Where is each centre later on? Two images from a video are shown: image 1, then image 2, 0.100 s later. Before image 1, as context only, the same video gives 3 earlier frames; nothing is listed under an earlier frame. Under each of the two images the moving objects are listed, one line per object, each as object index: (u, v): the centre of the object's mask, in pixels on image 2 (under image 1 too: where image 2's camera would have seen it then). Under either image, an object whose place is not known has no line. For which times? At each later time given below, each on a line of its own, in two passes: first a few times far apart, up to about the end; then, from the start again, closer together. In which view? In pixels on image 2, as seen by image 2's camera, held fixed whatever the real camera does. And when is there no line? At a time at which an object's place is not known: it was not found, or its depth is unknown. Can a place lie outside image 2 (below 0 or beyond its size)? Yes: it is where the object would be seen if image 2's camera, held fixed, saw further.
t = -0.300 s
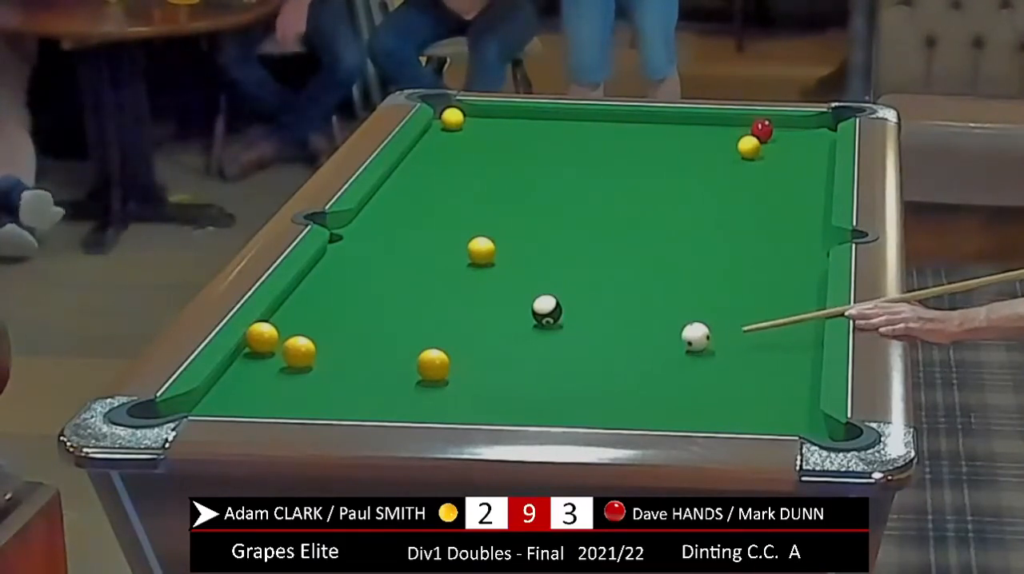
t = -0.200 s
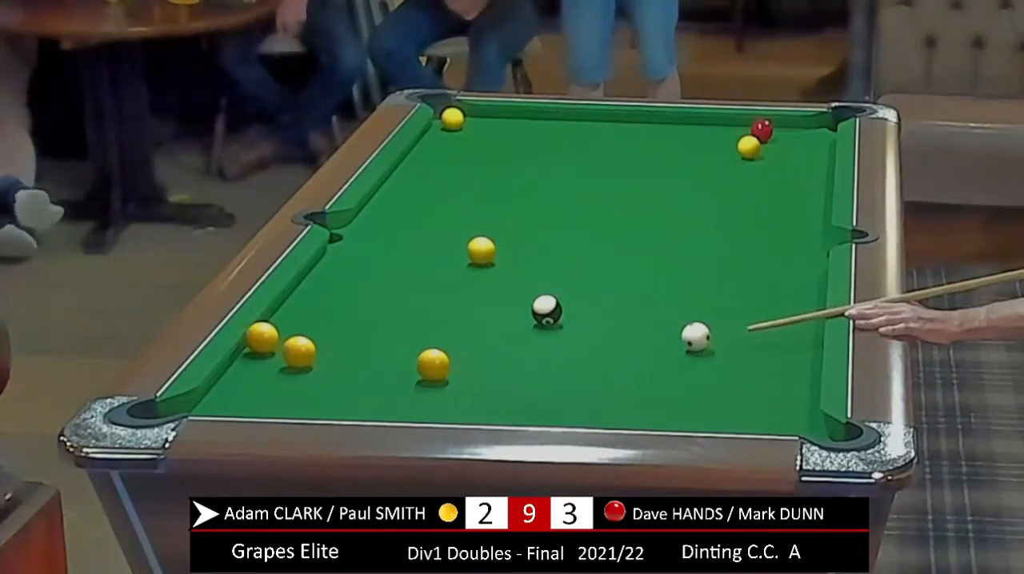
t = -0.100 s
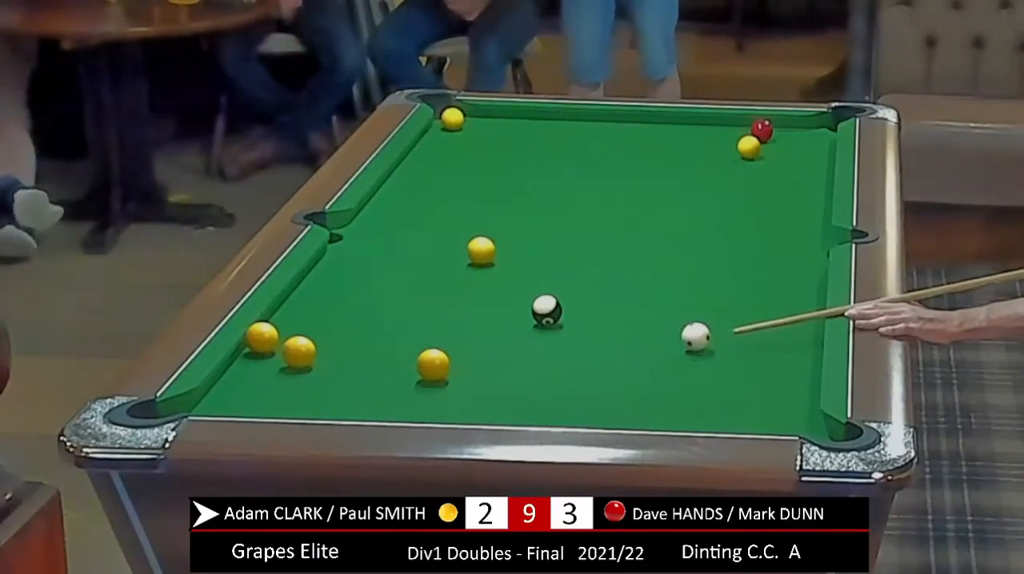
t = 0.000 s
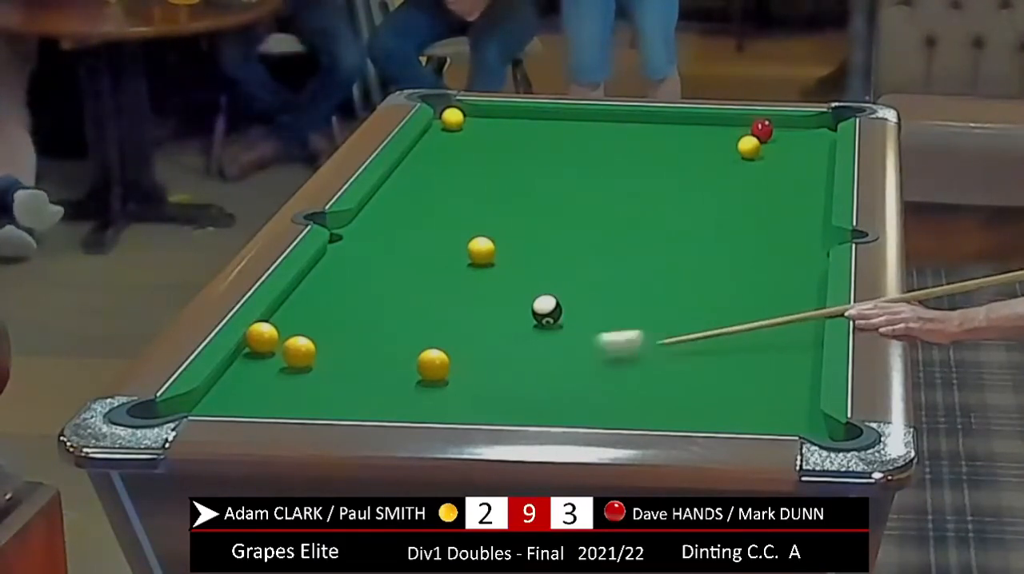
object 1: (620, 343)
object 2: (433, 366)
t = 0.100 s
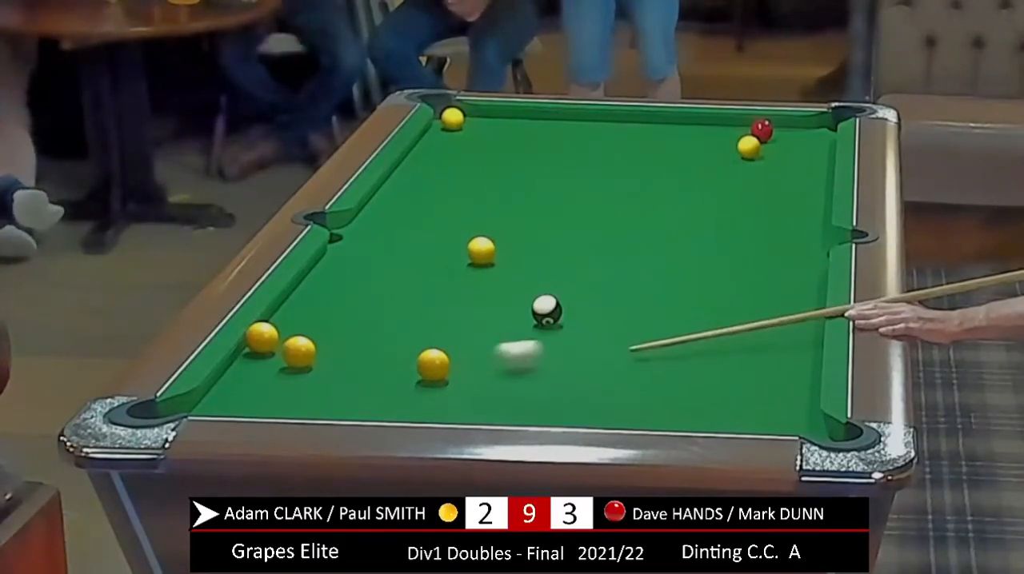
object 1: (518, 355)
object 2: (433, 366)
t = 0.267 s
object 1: (456, 354)
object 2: (363, 379)
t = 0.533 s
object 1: (424, 344)
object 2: (224, 398)
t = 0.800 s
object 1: (396, 335)
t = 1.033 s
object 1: (374, 327)
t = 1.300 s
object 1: (353, 320)
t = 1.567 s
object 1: (336, 314)
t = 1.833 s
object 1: (323, 309)
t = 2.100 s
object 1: (312, 305)
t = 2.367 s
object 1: (305, 302)
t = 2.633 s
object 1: (301, 300)
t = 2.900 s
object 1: (299, 299)
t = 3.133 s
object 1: (299, 299)
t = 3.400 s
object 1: (299, 299)
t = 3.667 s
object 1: (299, 299)
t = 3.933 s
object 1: (299, 299)
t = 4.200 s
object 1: (299, 299)
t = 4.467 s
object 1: (299, 299)
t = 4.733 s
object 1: (299, 299)
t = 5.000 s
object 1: (299, 299)
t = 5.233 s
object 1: (299, 299)
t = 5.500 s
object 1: (299, 299)
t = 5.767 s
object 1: (299, 299)
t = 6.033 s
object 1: (299, 299)
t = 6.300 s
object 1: (299, 299)
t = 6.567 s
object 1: (299, 299)
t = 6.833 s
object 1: (299, 299)
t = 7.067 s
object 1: (299, 299)
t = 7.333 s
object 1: (299, 299)
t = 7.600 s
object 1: (299, 299)
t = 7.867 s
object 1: (299, 299)
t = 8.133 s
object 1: (299, 299)
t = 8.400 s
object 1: (299, 299)
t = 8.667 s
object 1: (299, 299)
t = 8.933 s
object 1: (299, 299)
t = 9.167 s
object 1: (299, 299)
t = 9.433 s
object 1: (299, 299)
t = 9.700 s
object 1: (299, 299)
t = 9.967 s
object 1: (299, 299)
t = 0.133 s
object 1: (488, 358)
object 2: (433, 365)
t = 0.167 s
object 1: (463, 360)
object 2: (428, 366)
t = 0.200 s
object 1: (461, 358)
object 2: (406, 370)
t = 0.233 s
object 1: (459, 358)
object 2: (384, 375)
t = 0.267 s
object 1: (456, 354)
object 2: (363, 379)
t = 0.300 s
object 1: (451, 353)
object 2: (344, 381)
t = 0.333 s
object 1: (447, 352)
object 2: (327, 385)
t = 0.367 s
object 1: (443, 350)
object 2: (309, 390)
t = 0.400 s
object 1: (439, 349)
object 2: (292, 391)
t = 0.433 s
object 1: (435, 348)
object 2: (276, 393)
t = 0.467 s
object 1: (431, 347)
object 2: (258, 394)
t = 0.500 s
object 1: (428, 346)
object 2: (241, 396)
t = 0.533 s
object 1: (424, 344)
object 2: (224, 398)
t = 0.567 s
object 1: (420, 343)
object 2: (205, 401)
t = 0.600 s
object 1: (416, 342)
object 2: (187, 405)
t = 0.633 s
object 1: (412, 340)
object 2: (170, 409)
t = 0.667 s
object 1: (409, 340)
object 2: (157, 415)
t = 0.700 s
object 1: (405, 338)
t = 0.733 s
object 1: (402, 337)
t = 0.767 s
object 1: (399, 336)
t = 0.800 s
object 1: (396, 335)
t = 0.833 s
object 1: (391, 334)
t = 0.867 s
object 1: (389, 333)
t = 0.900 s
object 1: (386, 331)
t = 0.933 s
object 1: (383, 330)
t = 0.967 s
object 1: (380, 329)
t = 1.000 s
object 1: (377, 328)
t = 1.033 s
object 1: (374, 327)
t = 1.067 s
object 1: (371, 327)
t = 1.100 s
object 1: (369, 326)
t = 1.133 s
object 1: (366, 324)
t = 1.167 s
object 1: (364, 323)
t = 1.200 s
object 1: (361, 323)
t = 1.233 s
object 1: (358, 322)
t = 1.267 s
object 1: (356, 321)
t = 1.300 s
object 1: (353, 320)
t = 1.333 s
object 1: (351, 319)
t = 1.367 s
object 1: (348, 319)
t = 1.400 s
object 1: (346, 318)
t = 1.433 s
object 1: (344, 317)
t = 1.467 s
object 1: (342, 316)
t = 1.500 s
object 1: (340, 316)
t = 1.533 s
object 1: (338, 315)
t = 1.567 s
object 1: (336, 314)
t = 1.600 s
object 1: (334, 314)
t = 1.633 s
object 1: (333, 313)
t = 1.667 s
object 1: (331, 312)
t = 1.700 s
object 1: (329, 311)
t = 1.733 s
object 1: (327, 310)
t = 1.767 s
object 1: (326, 310)
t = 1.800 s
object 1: (324, 309)
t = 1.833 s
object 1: (323, 309)
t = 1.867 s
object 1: (320, 308)
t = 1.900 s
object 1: (320, 308)
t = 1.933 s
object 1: (319, 308)
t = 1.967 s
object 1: (317, 307)
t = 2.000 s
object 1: (316, 306)
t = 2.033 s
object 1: (315, 306)
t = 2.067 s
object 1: (314, 305)
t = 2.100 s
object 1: (312, 305)
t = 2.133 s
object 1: (311, 304)
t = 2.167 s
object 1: (310, 304)
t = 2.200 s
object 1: (309, 304)
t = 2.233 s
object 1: (308, 304)
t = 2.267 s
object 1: (307, 303)
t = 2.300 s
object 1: (306, 303)
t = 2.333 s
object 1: (306, 303)
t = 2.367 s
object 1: (305, 302)
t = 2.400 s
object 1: (304, 302)
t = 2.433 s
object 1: (304, 302)
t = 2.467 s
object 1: (303, 302)
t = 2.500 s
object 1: (302, 301)
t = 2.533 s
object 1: (302, 301)
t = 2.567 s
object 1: (302, 301)
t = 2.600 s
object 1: (301, 300)
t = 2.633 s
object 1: (301, 300)
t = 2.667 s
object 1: (301, 300)
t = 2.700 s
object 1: (300, 299)
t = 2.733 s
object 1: (300, 299)
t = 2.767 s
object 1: (300, 299)
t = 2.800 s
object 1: (300, 299)
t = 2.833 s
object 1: (299, 299)
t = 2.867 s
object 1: (299, 299)
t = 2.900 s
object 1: (299, 299)
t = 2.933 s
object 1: (299, 299)
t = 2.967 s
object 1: (299, 299)
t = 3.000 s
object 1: (299, 299)
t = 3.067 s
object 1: (299, 299)
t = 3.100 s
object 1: (299, 299)
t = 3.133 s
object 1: (299, 299)
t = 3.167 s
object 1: (299, 299)
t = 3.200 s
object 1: (299, 299)
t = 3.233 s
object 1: (299, 299)
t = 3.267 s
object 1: (299, 299)
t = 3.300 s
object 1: (299, 299)
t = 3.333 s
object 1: (299, 299)
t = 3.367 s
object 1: (299, 299)
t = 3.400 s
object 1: (299, 299)
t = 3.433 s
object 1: (299, 299)
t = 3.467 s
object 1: (299, 299)
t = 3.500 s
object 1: (299, 299)
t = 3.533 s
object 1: (299, 299)
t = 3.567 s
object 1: (299, 299)
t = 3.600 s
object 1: (299, 299)
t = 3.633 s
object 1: (299, 299)
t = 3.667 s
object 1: (299, 299)
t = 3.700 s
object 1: (299, 299)
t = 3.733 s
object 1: (299, 299)
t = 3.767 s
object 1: (299, 299)
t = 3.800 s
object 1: (299, 299)
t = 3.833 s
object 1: (299, 299)
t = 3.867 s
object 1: (299, 299)
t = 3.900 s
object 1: (299, 299)
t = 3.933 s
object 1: (299, 299)
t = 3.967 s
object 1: (299, 299)
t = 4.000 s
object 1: (299, 299)
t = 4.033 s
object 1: (299, 299)
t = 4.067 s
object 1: (299, 299)
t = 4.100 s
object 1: (299, 299)
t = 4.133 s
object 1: (299, 299)
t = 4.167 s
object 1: (299, 299)
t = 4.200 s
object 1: (299, 299)
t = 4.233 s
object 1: (299, 299)
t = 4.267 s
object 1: (299, 299)
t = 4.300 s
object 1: (299, 299)
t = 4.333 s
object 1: (299, 299)
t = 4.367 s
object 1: (299, 299)
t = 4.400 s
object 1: (299, 299)
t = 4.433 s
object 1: (299, 299)
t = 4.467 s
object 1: (299, 299)
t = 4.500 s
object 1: (299, 299)
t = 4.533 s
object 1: (299, 299)
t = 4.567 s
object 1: (299, 299)
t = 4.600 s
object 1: (299, 299)
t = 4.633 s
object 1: (299, 299)
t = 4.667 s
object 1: (299, 299)
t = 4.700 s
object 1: (299, 299)
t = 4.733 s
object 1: (299, 299)
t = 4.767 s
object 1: (299, 299)
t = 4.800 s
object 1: (299, 299)
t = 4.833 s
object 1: (299, 299)
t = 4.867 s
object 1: (299, 299)
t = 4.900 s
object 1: (299, 299)
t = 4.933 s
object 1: (299, 299)
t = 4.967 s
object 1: (299, 299)
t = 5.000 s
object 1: (299, 299)
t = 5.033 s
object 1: (299, 299)
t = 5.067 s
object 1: (299, 299)
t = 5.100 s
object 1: (299, 299)
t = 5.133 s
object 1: (299, 299)
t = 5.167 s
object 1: (299, 299)
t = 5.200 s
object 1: (299, 299)
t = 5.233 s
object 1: (299, 299)
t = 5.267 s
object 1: (299, 299)
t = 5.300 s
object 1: (299, 299)
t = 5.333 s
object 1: (299, 299)
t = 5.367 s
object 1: (299, 299)
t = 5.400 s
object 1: (299, 299)
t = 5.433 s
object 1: (299, 299)
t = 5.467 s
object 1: (299, 299)
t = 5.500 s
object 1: (299, 299)
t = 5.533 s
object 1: (299, 299)
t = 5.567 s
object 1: (299, 299)
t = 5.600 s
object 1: (299, 299)
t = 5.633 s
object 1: (299, 299)
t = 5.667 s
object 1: (299, 299)
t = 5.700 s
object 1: (299, 299)
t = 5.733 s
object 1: (299, 299)
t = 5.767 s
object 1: (299, 299)
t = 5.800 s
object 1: (299, 299)
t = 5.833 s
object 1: (299, 299)
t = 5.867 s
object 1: (299, 299)
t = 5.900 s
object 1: (299, 299)
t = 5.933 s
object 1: (299, 299)
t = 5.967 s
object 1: (299, 299)
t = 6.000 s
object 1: (299, 299)
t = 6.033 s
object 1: (299, 299)
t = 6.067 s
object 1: (299, 299)
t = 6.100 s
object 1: (299, 299)
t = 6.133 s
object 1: (299, 299)
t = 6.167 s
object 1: (299, 299)
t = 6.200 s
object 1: (299, 299)
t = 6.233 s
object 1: (299, 299)
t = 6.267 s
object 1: (299, 299)
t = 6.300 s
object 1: (299, 299)
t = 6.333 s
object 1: (299, 299)
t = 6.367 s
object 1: (299, 299)
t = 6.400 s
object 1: (299, 299)
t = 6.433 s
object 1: (299, 299)
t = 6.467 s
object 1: (299, 299)
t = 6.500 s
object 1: (299, 299)
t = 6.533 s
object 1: (299, 299)
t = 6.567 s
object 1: (299, 299)
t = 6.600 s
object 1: (299, 299)
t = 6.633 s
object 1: (299, 299)
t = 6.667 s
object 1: (299, 299)
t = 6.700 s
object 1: (299, 299)
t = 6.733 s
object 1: (299, 299)
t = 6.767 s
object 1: (299, 299)
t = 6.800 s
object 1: (299, 299)
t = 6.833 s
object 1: (299, 299)
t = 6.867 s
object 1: (299, 299)
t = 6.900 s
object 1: (299, 299)
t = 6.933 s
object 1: (299, 299)
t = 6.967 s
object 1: (299, 299)
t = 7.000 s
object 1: (299, 299)
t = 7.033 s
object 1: (299, 299)
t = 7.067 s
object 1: (299, 299)
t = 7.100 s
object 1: (299, 299)
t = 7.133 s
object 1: (299, 299)
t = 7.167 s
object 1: (299, 299)
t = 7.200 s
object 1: (299, 299)
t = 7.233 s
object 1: (299, 299)
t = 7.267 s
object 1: (299, 299)
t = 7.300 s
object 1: (299, 299)
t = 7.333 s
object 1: (299, 299)
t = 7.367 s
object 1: (299, 299)
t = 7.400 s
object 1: (299, 299)
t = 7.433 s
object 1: (299, 299)
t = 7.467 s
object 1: (299, 299)
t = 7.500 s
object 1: (299, 299)
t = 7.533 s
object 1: (299, 299)
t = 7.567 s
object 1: (299, 299)
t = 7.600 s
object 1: (299, 299)
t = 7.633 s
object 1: (299, 299)
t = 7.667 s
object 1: (299, 299)
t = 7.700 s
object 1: (299, 299)
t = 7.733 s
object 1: (299, 299)
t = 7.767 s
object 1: (299, 299)
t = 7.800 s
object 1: (299, 299)
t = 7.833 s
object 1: (299, 299)
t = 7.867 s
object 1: (299, 299)
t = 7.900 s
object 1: (299, 299)
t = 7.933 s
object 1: (299, 299)
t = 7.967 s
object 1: (299, 299)
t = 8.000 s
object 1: (299, 299)
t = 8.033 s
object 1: (299, 299)
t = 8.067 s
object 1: (299, 299)
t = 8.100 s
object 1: (299, 299)
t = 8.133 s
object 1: (299, 299)
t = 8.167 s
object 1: (299, 299)
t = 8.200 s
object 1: (299, 299)
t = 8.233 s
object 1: (299, 299)
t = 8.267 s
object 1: (299, 299)
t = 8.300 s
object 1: (299, 299)
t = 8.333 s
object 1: (299, 299)
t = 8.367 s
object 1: (299, 299)
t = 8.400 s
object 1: (299, 299)
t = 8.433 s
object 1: (299, 299)
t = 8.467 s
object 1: (299, 299)
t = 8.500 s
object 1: (299, 299)
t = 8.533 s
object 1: (299, 299)
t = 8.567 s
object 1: (299, 299)
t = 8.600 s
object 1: (299, 299)
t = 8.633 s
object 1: (299, 299)
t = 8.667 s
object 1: (299, 299)
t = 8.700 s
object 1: (299, 299)
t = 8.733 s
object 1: (299, 299)
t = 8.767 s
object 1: (299, 299)
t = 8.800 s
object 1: (299, 299)
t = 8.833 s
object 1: (299, 299)
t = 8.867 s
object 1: (299, 299)
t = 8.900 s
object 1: (299, 299)
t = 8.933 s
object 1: (299, 299)
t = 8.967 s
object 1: (299, 299)
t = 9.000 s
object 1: (299, 299)
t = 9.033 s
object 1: (299, 299)
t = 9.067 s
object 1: (299, 299)
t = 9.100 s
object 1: (299, 299)
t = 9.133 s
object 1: (299, 299)
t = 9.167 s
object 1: (299, 299)
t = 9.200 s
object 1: (299, 299)
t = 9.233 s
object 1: (299, 299)
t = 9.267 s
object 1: (299, 299)
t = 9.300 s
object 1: (299, 299)
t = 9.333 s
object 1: (299, 299)
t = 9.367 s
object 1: (299, 299)
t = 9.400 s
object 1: (299, 299)
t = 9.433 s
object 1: (299, 299)
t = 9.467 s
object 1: (299, 299)
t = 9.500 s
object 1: (299, 299)
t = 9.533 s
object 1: (299, 299)
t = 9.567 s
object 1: (299, 299)
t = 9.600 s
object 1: (299, 299)
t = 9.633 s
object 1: (299, 299)
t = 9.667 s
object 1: (299, 299)
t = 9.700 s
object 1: (299, 299)
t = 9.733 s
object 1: (299, 299)
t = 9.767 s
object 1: (299, 299)
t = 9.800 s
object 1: (299, 299)
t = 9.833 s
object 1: (299, 299)
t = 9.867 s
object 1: (299, 299)
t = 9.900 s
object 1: (299, 299)
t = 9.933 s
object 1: (299, 299)
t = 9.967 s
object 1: (299, 299)
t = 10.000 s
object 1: (299, 299)
